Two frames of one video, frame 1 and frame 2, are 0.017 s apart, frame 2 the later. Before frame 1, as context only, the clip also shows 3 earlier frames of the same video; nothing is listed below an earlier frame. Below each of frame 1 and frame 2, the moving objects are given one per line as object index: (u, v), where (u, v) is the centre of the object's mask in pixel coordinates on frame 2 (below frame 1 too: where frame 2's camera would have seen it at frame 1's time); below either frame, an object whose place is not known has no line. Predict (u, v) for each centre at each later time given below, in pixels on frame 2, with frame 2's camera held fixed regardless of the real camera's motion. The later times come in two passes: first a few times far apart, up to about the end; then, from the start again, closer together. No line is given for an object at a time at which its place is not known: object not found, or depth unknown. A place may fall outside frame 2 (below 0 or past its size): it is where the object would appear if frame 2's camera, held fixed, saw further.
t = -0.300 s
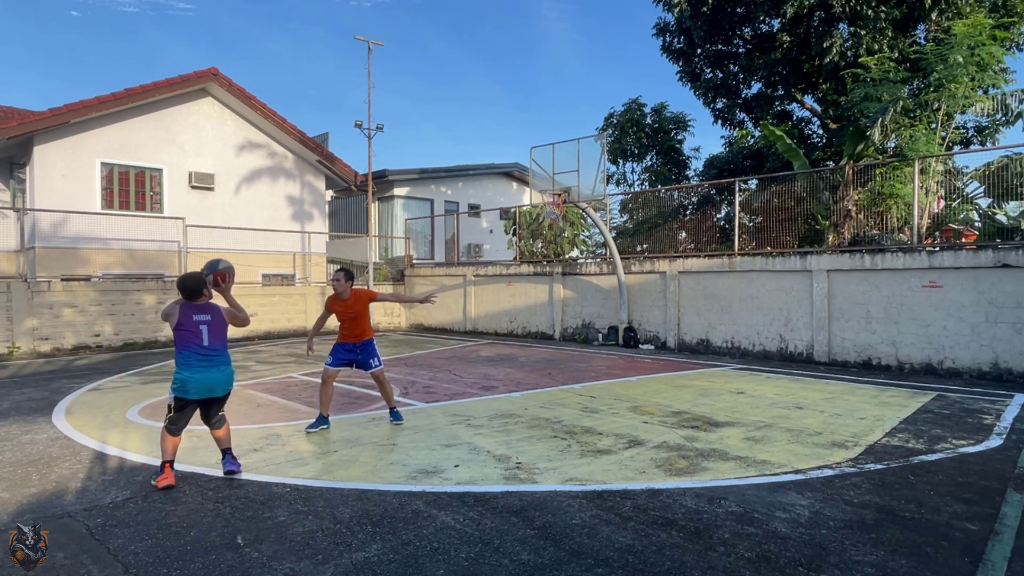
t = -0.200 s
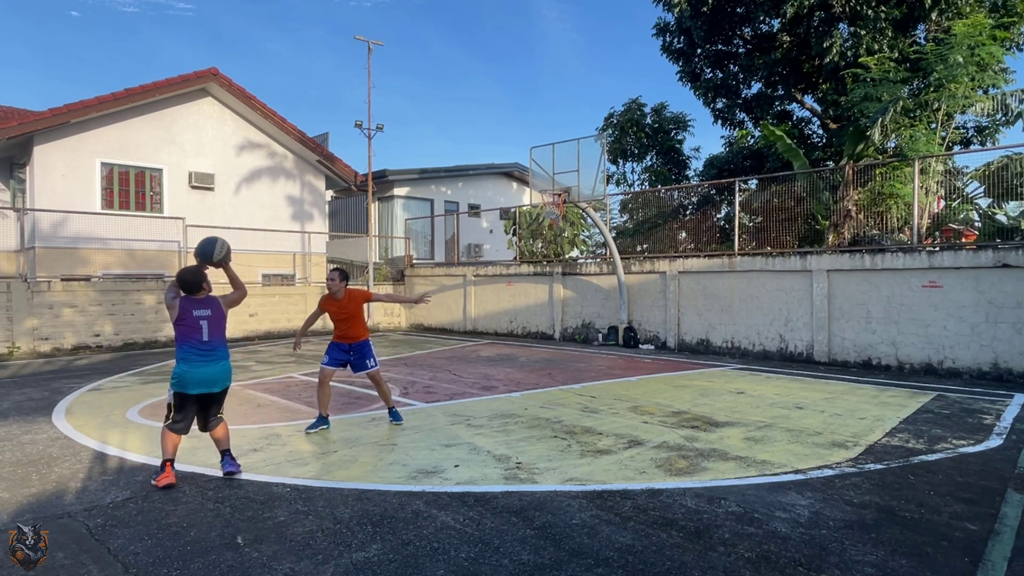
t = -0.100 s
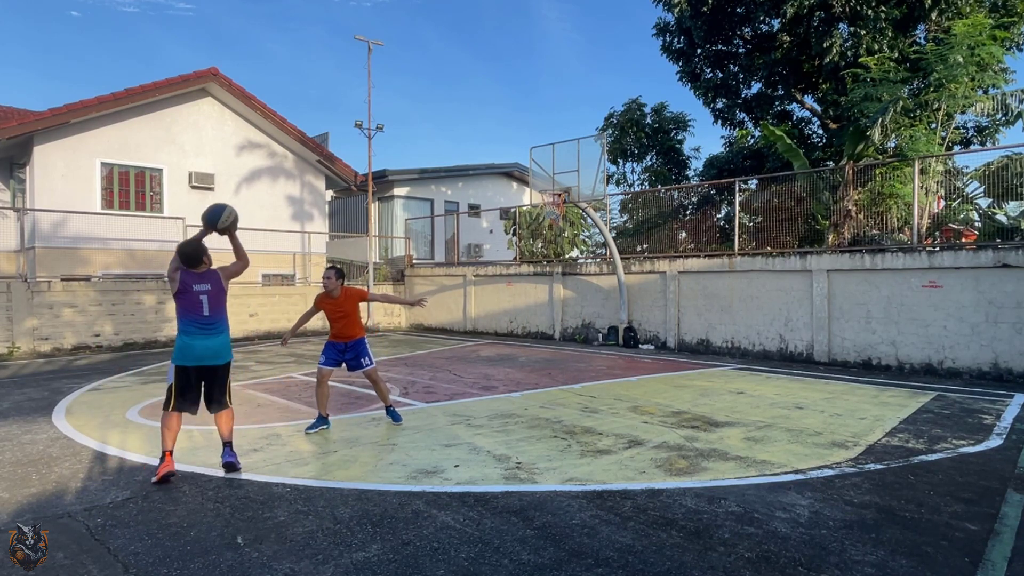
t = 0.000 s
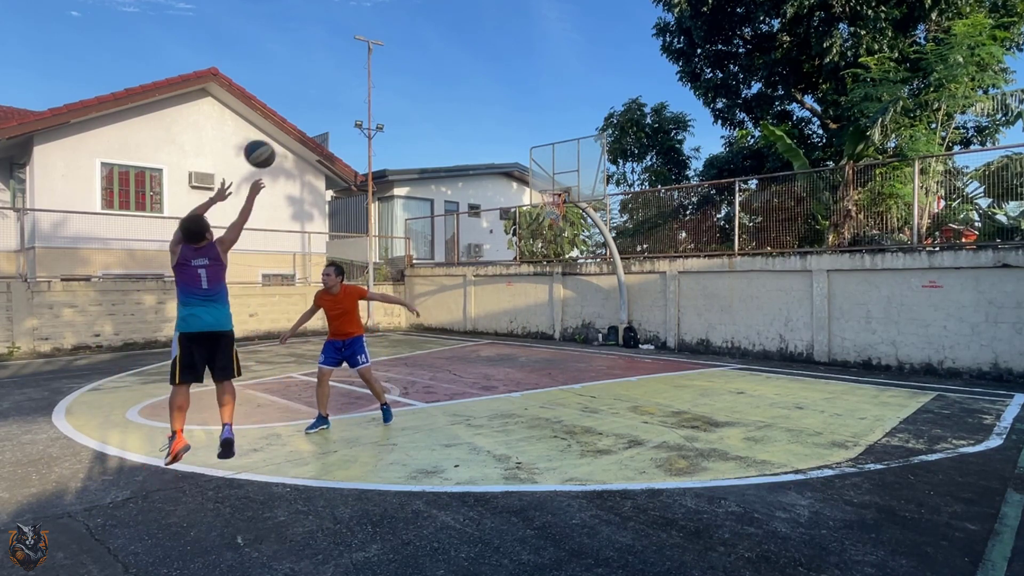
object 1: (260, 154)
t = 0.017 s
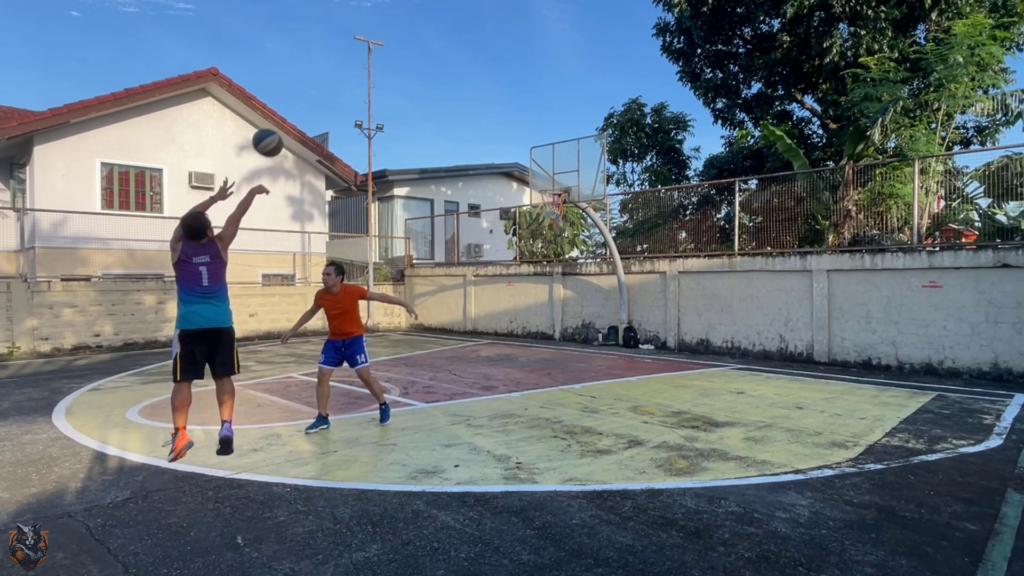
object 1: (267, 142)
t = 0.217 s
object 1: (347, 51)
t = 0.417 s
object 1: (404, 19)
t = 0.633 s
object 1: (451, 25)
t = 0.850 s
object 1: (487, 61)
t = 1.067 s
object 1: (516, 117)
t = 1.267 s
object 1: (537, 181)
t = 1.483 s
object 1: (548, 246)
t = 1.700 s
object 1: (555, 316)
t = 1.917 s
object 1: (555, 310)
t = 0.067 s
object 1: (290, 112)
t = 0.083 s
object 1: (297, 103)
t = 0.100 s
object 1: (304, 95)
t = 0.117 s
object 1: (311, 88)
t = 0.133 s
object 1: (317, 81)
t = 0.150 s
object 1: (323, 74)
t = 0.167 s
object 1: (329, 67)
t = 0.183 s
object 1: (335, 62)
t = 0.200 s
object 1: (341, 56)
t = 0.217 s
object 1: (347, 51)
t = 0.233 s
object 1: (352, 47)
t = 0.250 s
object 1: (358, 43)
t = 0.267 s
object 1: (363, 39)
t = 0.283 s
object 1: (368, 36)
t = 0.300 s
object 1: (373, 32)
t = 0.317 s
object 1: (378, 29)
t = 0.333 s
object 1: (382, 27)
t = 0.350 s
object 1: (387, 25)
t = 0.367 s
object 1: (391, 23)
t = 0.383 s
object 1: (396, 21)
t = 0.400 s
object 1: (400, 20)
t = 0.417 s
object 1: (404, 19)
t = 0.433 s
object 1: (408, 18)
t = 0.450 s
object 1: (412, 17)
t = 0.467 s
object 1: (416, 17)
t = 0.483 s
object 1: (420, 17)
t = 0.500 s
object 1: (424, 17)
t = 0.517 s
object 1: (427, 18)
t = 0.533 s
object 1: (431, 18)
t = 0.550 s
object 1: (434, 19)
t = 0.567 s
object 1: (438, 20)
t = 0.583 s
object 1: (442, 21)
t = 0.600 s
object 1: (445, 22)
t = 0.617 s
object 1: (448, 24)
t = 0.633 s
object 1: (451, 25)
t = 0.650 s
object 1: (454, 27)
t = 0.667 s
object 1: (457, 29)
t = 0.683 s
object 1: (460, 32)
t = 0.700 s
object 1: (463, 34)
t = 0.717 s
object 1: (466, 36)
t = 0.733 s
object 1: (469, 39)
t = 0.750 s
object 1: (472, 42)
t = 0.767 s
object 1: (474, 45)
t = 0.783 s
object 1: (477, 48)
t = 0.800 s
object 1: (480, 51)
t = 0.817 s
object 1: (482, 54)
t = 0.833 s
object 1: (485, 58)
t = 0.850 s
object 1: (487, 61)
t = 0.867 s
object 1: (490, 65)
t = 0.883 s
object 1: (492, 69)
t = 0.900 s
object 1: (494, 73)
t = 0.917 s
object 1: (497, 77)
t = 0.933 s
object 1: (499, 81)
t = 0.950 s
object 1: (501, 85)
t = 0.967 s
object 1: (503, 89)
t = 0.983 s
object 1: (505, 94)
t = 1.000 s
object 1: (507, 98)
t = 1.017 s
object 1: (509, 103)
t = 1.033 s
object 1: (512, 108)
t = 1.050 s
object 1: (513, 112)
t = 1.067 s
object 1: (516, 117)
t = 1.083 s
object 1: (517, 122)
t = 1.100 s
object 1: (519, 127)
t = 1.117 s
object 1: (521, 132)
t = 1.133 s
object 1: (523, 137)
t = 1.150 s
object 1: (525, 142)
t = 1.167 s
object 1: (527, 148)
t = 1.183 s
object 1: (529, 153)
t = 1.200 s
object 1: (530, 159)
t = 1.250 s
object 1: (535, 175)
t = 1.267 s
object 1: (537, 181)
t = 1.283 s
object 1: (538, 187)
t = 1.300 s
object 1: (540, 193)
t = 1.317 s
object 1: (541, 198)
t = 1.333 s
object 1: (542, 204)
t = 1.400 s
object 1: (546, 222)
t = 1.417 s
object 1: (547, 226)
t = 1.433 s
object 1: (547, 231)
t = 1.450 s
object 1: (548, 236)
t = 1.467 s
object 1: (548, 241)
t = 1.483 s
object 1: (548, 246)
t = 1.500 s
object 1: (549, 251)
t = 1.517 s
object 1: (549, 256)
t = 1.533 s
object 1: (549, 261)
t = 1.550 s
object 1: (550, 266)
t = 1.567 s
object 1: (550, 271)
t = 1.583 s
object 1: (551, 276)
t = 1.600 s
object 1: (552, 282)
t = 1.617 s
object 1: (552, 287)
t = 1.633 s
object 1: (553, 293)
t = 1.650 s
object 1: (553, 298)
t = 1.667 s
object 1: (554, 304)
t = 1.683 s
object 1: (554, 310)
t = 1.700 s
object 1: (555, 316)
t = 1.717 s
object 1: (555, 322)
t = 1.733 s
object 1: (556, 328)
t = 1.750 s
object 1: (557, 333)
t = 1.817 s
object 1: (556, 335)
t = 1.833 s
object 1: (557, 331)
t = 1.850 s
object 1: (557, 326)
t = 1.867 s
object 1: (556, 323)
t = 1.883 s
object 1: (556, 318)
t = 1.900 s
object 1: (556, 314)
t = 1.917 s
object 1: (555, 310)
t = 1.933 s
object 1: (555, 306)
